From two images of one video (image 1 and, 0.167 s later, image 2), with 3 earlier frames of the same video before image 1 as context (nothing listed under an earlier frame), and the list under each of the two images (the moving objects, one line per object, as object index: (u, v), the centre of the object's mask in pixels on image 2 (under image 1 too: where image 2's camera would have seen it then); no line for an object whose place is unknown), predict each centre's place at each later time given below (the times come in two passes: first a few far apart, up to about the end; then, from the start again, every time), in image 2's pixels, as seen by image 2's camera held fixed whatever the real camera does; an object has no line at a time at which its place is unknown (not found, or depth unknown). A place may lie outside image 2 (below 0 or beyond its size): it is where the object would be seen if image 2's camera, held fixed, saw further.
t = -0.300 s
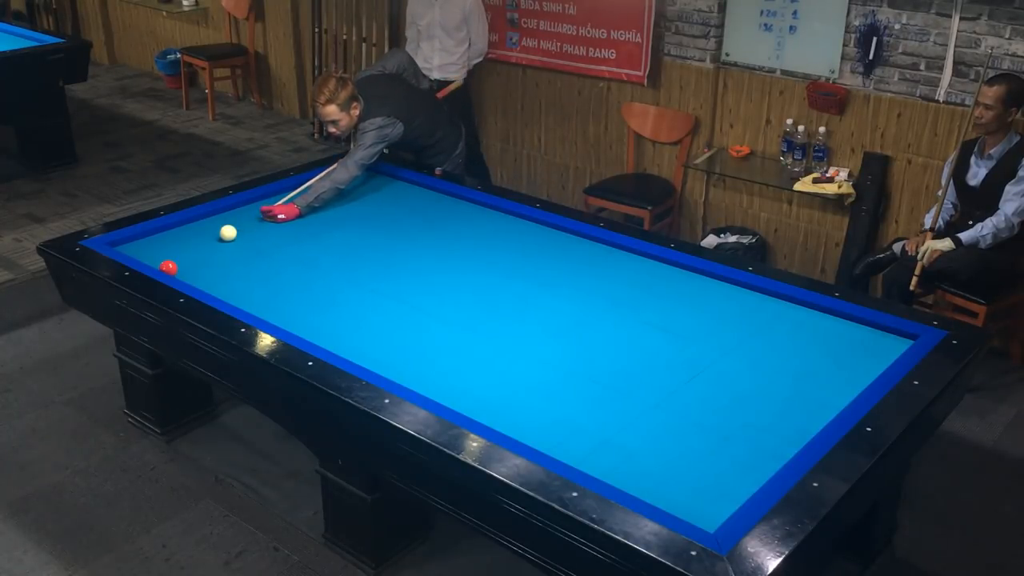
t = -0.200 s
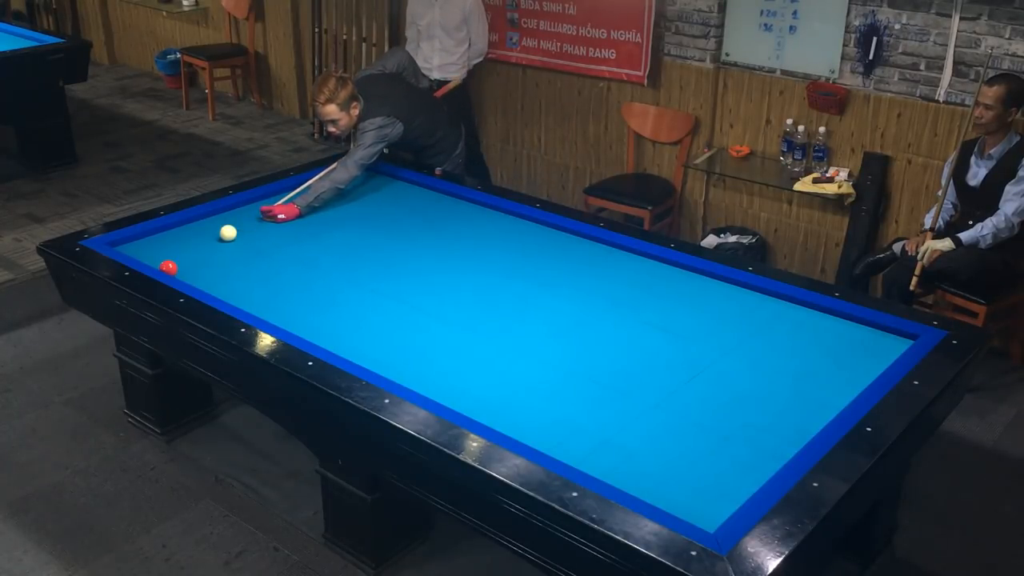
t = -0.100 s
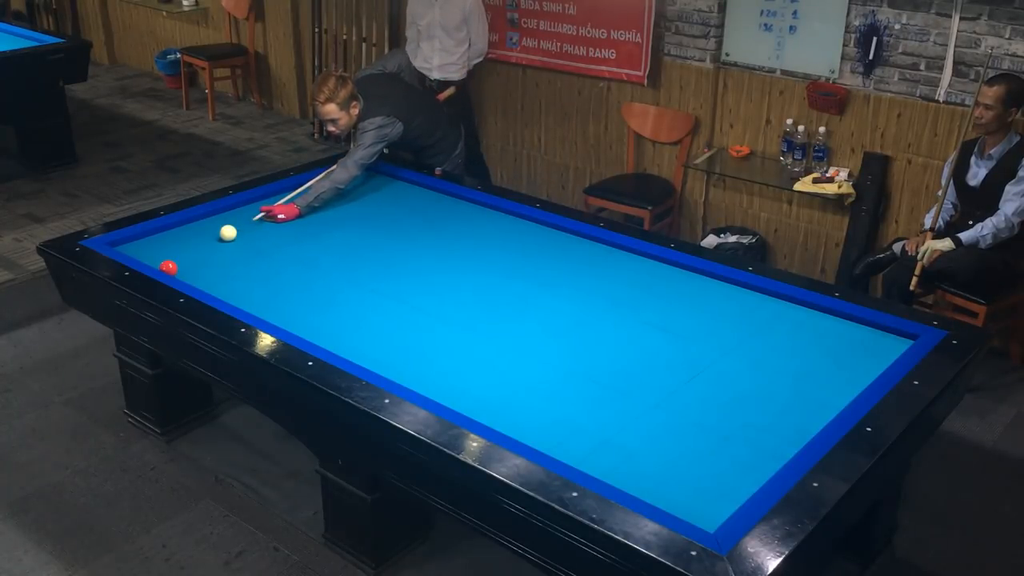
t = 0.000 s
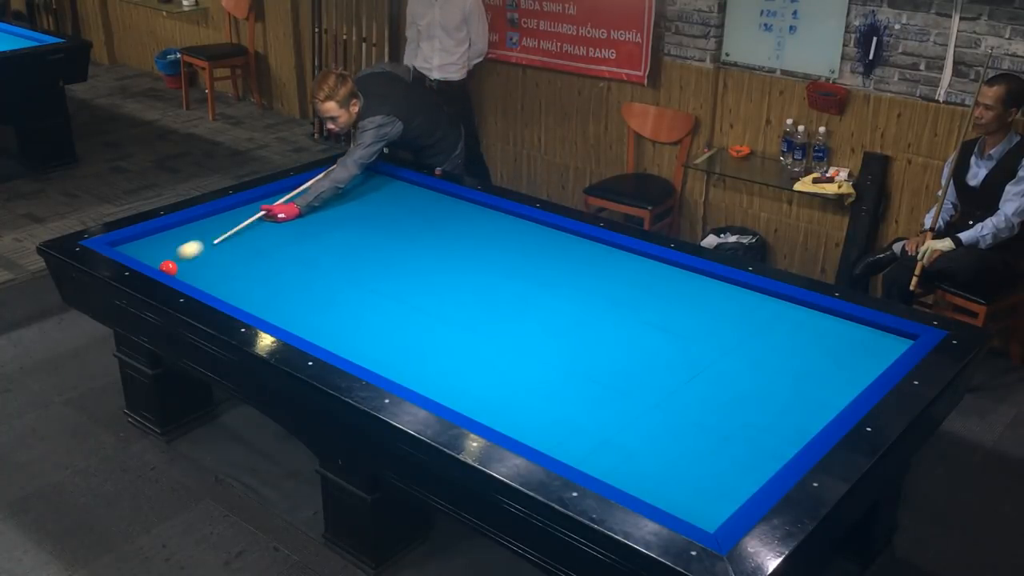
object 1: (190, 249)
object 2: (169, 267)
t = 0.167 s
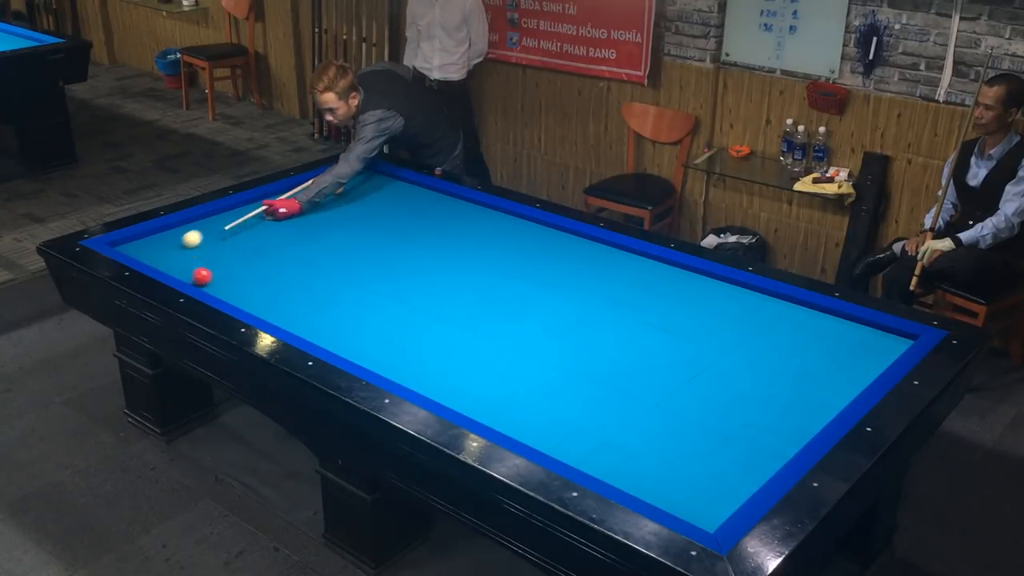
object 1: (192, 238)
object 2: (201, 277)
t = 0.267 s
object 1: (218, 221)
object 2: (225, 281)
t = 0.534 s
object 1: (289, 197)
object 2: (288, 291)
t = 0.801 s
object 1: (346, 193)
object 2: (351, 301)
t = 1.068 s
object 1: (388, 195)
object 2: (417, 311)
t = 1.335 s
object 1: (430, 198)
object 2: (483, 322)
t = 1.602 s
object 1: (469, 201)
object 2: (551, 333)
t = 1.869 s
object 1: (492, 215)
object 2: (620, 343)
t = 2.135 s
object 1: (517, 228)
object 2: (691, 355)
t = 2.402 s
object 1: (542, 242)
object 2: (763, 366)
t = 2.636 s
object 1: (565, 255)
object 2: (828, 376)
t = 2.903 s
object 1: (592, 269)
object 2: (845, 369)
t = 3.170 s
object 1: (621, 285)
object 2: (819, 351)
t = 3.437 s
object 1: (650, 302)
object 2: (796, 334)
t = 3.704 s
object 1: (681, 318)
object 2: (775, 319)
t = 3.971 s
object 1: (712, 336)
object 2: (756, 305)
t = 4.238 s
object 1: (746, 354)
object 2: (738, 292)
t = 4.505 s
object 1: (780, 373)
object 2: (721, 281)
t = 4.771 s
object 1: (816, 393)
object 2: (699, 278)
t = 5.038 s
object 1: (822, 403)
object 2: (679, 275)
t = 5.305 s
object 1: (790, 403)
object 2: (660, 272)
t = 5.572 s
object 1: (761, 403)
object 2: (641, 269)
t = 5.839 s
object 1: (733, 402)
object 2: (625, 267)
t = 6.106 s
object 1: (706, 402)
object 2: (609, 264)
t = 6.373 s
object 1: (681, 402)
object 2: (595, 262)
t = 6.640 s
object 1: (657, 402)
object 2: (582, 260)
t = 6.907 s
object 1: (634, 402)
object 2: (570, 258)
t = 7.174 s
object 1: (613, 402)
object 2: (558, 257)
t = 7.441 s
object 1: (593, 401)
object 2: (548, 255)
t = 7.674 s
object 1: (576, 401)
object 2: (540, 254)
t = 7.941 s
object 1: (559, 401)
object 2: (532, 252)
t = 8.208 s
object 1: (543, 401)
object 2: (525, 251)
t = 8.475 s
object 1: (527, 400)
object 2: (518, 250)
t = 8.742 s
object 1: (514, 400)
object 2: (513, 250)
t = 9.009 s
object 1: (502, 400)
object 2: (509, 249)
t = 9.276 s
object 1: (490, 399)
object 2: (506, 249)
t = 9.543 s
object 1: (481, 399)
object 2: (504, 249)
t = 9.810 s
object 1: (473, 398)
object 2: (503, 249)
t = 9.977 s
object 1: (468, 397)
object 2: (503, 249)
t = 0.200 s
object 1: (201, 232)
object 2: (209, 278)
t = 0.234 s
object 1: (210, 226)
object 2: (217, 279)
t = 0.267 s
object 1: (218, 221)
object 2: (225, 281)
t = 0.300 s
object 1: (225, 215)
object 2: (233, 282)
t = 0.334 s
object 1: (232, 210)
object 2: (240, 283)
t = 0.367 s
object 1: (238, 206)
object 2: (248, 284)
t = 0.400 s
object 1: (248, 203)
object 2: (256, 285)
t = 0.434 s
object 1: (259, 202)
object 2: (264, 287)
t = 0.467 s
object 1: (269, 201)
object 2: (272, 288)
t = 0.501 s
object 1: (279, 199)
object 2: (280, 290)
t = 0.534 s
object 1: (289, 197)
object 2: (288, 291)
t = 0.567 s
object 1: (298, 195)
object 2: (295, 292)
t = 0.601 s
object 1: (308, 194)
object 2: (303, 293)
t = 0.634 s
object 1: (318, 192)
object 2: (311, 294)
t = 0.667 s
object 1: (326, 191)
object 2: (319, 296)
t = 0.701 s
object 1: (331, 192)
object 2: (327, 297)
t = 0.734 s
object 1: (336, 192)
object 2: (335, 299)
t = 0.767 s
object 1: (341, 193)
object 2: (343, 300)
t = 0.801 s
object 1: (346, 193)
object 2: (351, 301)
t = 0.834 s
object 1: (351, 193)
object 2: (359, 302)
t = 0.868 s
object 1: (356, 194)
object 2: (368, 303)
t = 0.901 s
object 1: (362, 194)
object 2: (376, 305)
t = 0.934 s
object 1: (367, 194)
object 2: (384, 306)
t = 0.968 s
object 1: (372, 195)
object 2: (392, 307)
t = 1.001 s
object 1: (378, 195)
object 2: (400, 309)
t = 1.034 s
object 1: (383, 195)
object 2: (408, 310)
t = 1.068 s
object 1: (388, 195)
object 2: (417, 311)
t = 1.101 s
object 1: (393, 196)
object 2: (425, 312)
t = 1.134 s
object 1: (398, 196)
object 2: (433, 314)
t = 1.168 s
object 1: (404, 196)
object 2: (441, 315)
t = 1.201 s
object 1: (409, 197)
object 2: (450, 317)
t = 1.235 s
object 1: (414, 197)
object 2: (458, 318)
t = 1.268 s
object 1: (420, 197)
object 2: (467, 319)
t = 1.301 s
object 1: (425, 197)
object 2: (475, 321)
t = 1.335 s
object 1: (430, 198)
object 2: (483, 322)
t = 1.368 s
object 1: (435, 198)
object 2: (491, 323)
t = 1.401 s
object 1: (441, 198)
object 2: (500, 324)
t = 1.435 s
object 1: (446, 199)
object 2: (508, 326)
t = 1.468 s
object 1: (451, 199)
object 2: (517, 327)
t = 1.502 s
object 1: (456, 200)
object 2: (525, 328)
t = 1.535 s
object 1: (461, 200)
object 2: (534, 330)
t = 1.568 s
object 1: (466, 200)
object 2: (542, 331)
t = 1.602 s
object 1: (469, 201)
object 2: (551, 333)
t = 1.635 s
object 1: (472, 203)
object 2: (560, 334)
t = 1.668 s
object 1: (474, 205)
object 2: (568, 335)
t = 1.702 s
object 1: (478, 206)
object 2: (577, 337)
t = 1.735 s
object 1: (480, 208)
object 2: (585, 338)
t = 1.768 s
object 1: (483, 210)
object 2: (594, 339)
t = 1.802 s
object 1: (486, 211)
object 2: (603, 341)
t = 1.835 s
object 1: (489, 213)
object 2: (611, 342)
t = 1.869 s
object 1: (492, 215)
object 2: (620, 343)
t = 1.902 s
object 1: (495, 216)
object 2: (629, 345)
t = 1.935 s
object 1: (498, 218)
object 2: (638, 346)
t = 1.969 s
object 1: (501, 219)
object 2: (647, 348)
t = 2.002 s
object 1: (504, 221)
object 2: (655, 349)
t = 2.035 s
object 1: (507, 223)
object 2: (664, 350)
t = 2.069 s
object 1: (510, 225)
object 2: (673, 352)
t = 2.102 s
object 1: (514, 226)
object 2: (682, 353)
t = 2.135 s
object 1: (517, 228)
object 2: (691, 355)
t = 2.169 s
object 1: (520, 230)
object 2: (700, 356)
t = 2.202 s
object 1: (523, 231)
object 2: (709, 357)
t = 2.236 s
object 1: (526, 233)
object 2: (718, 359)
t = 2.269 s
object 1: (529, 235)
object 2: (727, 360)
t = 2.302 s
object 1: (532, 237)
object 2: (736, 362)
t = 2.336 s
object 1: (536, 239)
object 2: (745, 363)
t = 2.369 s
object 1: (539, 241)
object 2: (754, 365)
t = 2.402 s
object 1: (542, 242)
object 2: (763, 366)
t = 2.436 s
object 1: (545, 244)
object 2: (772, 367)
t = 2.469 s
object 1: (549, 245)
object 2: (782, 369)
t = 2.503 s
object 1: (552, 248)
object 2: (791, 370)
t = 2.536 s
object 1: (555, 249)
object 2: (800, 372)
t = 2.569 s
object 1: (558, 251)
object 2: (809, 373)
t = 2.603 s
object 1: (562, 253)
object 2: (818, 374)
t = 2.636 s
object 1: (565, 255)
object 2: (828, 376)
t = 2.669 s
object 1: (569, 257)
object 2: (837, 378)
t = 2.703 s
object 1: (572, 258)
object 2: (847, 379)
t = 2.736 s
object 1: (575, 260)
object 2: (856, 380)
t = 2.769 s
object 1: (579, 262)
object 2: (860, 379)
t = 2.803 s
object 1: (582, 264)
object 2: (856, 377)
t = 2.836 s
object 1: (586, 266)
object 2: (852, 374)
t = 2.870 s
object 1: (589, 268)
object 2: (848, 372)
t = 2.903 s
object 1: (592, 269)
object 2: (845, 369)
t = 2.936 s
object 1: (596, 271)
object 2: (841, 367)
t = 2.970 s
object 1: (599, 274)
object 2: (838, 365)
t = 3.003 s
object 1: (603, 275)
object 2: (835, 362)
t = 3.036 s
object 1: (607, 277)
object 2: (832, 360)
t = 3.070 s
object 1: (610, 279)
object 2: (828, 358)
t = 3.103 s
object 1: (614, 281)
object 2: (825, 356)
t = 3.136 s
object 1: (617, 283)
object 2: (822, 353)
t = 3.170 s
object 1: (621, 285)
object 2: (819, 351)
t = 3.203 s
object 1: (624, 287)
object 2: (816, 349)
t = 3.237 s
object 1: (628, 289)
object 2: (813, 347)
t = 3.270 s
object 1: (632, 291)
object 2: (810, 344)
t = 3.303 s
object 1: (635, 293)
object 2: (807, 342)
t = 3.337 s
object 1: (639, 295)
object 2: (804, 340)
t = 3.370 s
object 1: (643, 298)
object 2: (801, 338)
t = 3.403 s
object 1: (646, 299)
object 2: (799, 336)
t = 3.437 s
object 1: (650, 302)
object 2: (796, 334)
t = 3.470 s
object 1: (654, 304)
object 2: (793, 332)
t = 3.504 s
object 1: (658, 306)
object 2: (790, 330)
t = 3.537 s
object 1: (662, 308)
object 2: (788, 328)
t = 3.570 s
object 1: (665, 310)
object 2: (785, 326)
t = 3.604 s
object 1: (669, 312)
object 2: (782, 324)
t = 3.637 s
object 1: (673, 314)
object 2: (780, 323)
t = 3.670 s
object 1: (677, 316)
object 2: (777, 321)
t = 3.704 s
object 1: (681, 318)
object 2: (775, 319)
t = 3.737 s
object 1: (685, 321)
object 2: (772, 317)
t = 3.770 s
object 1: (688, 322)
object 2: (770, 315)
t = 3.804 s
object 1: (692, 325)
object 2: (767, 313)
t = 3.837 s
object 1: (696, 327)
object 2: (765, 312)
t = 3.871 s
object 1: (700, 329)
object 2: (762, 310)
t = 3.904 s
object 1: (704, 331)
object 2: (760, 308)
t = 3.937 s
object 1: (708, 334)
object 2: (758, 306)
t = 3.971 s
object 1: (712, 336)
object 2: (756, 305)
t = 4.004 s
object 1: (716, 338)
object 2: (753, 303)
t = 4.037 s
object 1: (721, 341)
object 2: (751, 301)
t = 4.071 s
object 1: (724, 343)
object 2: (749, 300)
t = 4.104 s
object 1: (729, 345)
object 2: (747, 298)
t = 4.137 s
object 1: (733, 347)
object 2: (745, 297)
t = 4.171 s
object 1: (737, 350)
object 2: (742, 295)
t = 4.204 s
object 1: (741, 352)
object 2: (740, 293)
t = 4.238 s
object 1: (746, 354)
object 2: (738, 292)
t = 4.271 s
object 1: (750, 356)
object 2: (736, 290)
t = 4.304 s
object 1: (754, 359)
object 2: (734, 289)
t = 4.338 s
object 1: (758, 361)
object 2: (732, 287)
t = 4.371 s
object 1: (762, 364)
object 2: (730, 286)
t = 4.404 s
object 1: (767, 366)
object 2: (728, 284)
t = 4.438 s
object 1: (771, 368)
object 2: (726, 283)
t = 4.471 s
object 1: (776, 371)
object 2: (724, 281)
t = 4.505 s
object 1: (780, 373)
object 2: (721, 281)
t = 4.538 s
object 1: (785, 376)
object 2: (719, 280)
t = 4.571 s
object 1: (789, 378)
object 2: (716, 280)
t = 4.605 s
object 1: (793, 380)
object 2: (713, 280)
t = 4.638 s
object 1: (798, 383)
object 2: (710, 279)
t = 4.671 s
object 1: (802, 385)
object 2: (707, 278)
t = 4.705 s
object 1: (807, 387)
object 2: (705, 278)
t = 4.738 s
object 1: (811, 390)
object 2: (702, 278)
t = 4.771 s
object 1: (816, 393)
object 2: (699, 278)
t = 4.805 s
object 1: (820, 395)
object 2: (697, 277)
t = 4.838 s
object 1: (825, 398)
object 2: (694, 277)
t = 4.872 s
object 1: (829, 400)
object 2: (692, 276)
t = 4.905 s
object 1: (834, 402)
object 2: (689, 276)
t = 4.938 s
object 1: (833, 403)
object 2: (687, 275)
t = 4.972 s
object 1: (830, 403)
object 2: (684, 275)
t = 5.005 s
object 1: (826, 404)
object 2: (681, 275)
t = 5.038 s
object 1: (822, 403)
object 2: (679, 275)
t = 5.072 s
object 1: (817, 403)
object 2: (676, 274)
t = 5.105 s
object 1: (814, 403)
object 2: (674, 274)
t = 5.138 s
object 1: (810, 403)
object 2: (672, 274)
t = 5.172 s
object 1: (806, 403)
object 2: (669, 273)
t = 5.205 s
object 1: (802, 403)
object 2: (667, 273)
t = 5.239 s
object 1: (798, 403)
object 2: (664, 272)
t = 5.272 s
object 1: (795, 403)
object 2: (662, 272)
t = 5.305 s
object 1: (790, 403)
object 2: (660, 272)
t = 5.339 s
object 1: (787, 403)
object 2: (658, 272)
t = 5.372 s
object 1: (783, 403)
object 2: (655, 271)
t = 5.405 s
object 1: (780, 403)
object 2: (653, 271)
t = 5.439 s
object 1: (776, 403)
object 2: (650, 270)
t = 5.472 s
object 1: (772, 403)
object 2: (648, 270)
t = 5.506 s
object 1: (768, 403)
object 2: (646, 270)
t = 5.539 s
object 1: (765, 403)
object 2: (644, 269)
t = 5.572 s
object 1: (761, 403)
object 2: (641, 269)
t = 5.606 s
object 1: (757, 403)
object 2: (639, 269)
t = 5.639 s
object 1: (754, 403)
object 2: (637, 268)
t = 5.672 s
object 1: (751, 403)
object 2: (635, 268)
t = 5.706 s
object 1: (747, 403)
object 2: (633, 268)
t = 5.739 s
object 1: (743, 402)
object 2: (631, 267)
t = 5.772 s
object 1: (740, 403)
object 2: (629, 267)
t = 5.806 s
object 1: (737, 403)
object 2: (627, 267)
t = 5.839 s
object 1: (733, 402)
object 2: (625, 267)
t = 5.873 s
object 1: (730, 403)
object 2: (623, 266)
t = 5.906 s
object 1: (726, 403)
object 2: (621, 266)
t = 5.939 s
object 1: (723, 402)
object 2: (619, 266)
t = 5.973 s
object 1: (720, 403)
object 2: (617, 265)
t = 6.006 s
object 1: (716, 403)
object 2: (615, 265)
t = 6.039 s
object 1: (713, 402)
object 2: (613, 265)
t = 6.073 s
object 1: (709, 402)
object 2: (611, 265)
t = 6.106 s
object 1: (706, 402)
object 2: (609, 264)
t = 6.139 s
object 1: (703, 402)
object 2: (607, 264)
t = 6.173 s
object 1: (700, 402)
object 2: (606, 264)
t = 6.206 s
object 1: (697, 402)
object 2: (604, 263)
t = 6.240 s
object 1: (694, 402)
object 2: (602, 263)
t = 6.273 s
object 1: (690, 402)
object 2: (600, 263)
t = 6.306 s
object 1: (687, 402)
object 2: (599, 262)
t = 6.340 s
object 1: (684, 403)
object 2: (597, 262)
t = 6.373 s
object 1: (681, 402)
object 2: (595, 262)
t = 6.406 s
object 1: (678, 402)
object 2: (594, 262)
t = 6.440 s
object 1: (675, 402)
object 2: (592, 261)
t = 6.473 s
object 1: (672, 402)
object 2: (590, 261)
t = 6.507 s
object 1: (669, 402)
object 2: (588, 261)
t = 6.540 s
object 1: (666, 402)
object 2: (586, 261)
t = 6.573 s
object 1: (663, 402)
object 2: (585, 260)
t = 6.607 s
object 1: (660, 402)
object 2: (583, 260)
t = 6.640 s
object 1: (657, 402)
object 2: (582, 260)
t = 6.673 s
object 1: (654, 402)
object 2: (580, 260)
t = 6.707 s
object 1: (651, 402)
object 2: (579, 259)
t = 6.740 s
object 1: (648, 402)
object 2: (577, 259)
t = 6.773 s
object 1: (645, 402)
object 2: (576, 259)
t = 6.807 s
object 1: (643, 402)
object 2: (574, 258)
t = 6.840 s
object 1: (640, 402)
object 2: (573, 258)
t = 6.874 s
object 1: (637, 402)
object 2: (571, 258)
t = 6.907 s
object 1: (634, 402)
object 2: (570, 258)
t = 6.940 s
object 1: (632, 402)
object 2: (568, 258)
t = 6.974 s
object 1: (629, 402)
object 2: (567, 258)
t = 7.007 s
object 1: (626, 402)
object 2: (565, 257)
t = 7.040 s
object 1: (624, 402)
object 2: (564, 257)
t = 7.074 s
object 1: (621, 402)
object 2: (562, 257)
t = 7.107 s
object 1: (618, 402)
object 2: (561, 257)
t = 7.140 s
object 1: (616, 402)
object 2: (560, 257)
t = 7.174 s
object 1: (613, 402)
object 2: (558, 257)
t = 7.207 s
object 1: (610, 402)
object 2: (557, 256)
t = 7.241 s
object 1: (608, 401)
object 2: (556, 256)
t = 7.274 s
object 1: (605, 401)
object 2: (554, 256)
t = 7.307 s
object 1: (603, 402)
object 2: (553, 256)
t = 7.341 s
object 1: (600, 402)
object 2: (552, 255)
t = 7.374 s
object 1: (598, 401)
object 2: (551, 255)
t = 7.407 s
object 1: (595, 402)
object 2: (550, 255)
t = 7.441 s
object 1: (593, 401)
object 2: (548, 255)
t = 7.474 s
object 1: (590, 402)
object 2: (547, 255)
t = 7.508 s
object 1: (588, 402)
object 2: (546, 255)
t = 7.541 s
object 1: (586, 401)
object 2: (545, 254)
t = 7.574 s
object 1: (583, 401)
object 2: (543, 254)
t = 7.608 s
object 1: (581, 401)
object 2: (542, 254)
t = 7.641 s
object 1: (579, 401)
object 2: (541, 254)
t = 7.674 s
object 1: (576, 401)
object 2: (540, 254)
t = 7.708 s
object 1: (574, 401)
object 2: (539, 254)
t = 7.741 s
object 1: (572, 401)
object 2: (538, 254)
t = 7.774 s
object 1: (570, 401)
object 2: (537, 253)
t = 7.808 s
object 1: (568, 401)
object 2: (536, 253)
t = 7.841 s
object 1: (566, 401)
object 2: (535, 253)
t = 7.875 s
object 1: (563, 401)
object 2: (534, 253)
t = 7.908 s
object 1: (561, 401)
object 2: (533, 253)
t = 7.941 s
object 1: (559, 401)
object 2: (532, 252)
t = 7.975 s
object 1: (557, 401)
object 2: (531, 252)
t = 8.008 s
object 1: (555, 401)
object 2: (530, 252)
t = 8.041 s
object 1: (553, 401)
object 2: (529, 252)
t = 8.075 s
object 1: (551, 401)
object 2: (528, 252)
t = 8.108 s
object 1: (549, 401)
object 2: (527, 252)
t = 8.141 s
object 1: (547, 401)
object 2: (527, 251)
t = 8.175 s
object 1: (545, 400)
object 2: (525, 251)
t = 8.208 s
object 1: (543, 401)
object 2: (525, 251)
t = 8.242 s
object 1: (540, 401)
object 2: (524, 251)
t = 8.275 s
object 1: (538, 401)
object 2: (523, 251)
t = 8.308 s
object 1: (537, 401)
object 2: (522, 251)
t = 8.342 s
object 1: (535, 401)
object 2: (522, 251)
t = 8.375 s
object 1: (533, 400)
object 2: (520, 251)
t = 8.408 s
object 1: (531, 400)
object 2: (520, 251)
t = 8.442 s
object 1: (529, 401)
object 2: (519, 251)
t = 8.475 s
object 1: (527, 400)
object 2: (518, 250)
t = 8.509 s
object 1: (525, 400)
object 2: (518, 250)
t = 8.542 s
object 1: (524, 400)
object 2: (517, 250)
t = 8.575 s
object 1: (522, 400)
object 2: (517, 250)
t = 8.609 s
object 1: (521, 400)
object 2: (516, 250)
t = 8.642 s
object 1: (519, 400)
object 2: (515, 250)
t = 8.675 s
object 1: (517, 400)
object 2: (515, 250)
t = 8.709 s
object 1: (516, 400)
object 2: (514, 250)
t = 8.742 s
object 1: (514, 400)
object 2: (513, 250)
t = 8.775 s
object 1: (512, 400)
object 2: (513, 250)
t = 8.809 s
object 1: (511, 400)
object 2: (512, 250)
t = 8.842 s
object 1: (509, 400)
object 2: (512, 250)
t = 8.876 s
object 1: (507, 400)
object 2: (511, 250)
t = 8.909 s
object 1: (506, 400)
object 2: (511, 250)
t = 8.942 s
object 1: (504, 400)
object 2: (510, 250)
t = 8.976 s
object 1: (503, 400)
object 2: (510, 250)
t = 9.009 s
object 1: (502, 400)
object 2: (509, 249)
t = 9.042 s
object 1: (500, 400)
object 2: (509, 249)
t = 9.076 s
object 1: (498, 400)
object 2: (509, 249)
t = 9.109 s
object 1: (497, 399)
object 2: (508, 249)
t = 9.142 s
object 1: (496, 400)
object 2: (508, 249)
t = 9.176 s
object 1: (494, 399)
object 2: (507, 249)
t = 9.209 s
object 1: (493, 400)
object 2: (507, 249)
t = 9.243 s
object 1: (492, 399)
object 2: (506, 249)
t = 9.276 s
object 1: (490, 399)
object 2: (506, 249)
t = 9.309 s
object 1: (489, 399)
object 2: (506, 249)
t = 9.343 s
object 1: (488, 399)
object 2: (505, 249)
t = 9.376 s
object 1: (487, 399)
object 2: (505, 249)
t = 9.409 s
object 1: (486, 399)
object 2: (505, 249)
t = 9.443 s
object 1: (485, 398)
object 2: (504, 249)
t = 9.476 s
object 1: (483, 398)
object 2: (504, 249)
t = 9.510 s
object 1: (482, 398)
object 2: (504, 249)
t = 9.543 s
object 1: (481, 399)
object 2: (504, 249)
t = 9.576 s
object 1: (480, 398)
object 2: (504, 249)
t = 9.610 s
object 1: (479, 399)
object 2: (504, 249)
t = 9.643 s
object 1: (478, 399)
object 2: (503, 249)
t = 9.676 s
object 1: (477, 398)
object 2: (503, 249)
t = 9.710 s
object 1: (476, 398)
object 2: (503, 249)
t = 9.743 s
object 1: (475, 398)
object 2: (503, 249)
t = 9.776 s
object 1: (474, 398)
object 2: (503, 249)
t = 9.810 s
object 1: (473, 398)
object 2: (503, 249)
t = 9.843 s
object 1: (471, 398)
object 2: (503, 249)
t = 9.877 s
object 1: (471, 398)
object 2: (503, 249)
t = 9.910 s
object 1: (470, 398)
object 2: (502, 249)
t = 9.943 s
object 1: (469, 397)
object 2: (503, 249)
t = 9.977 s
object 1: (468, 397)
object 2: (503, 249)
